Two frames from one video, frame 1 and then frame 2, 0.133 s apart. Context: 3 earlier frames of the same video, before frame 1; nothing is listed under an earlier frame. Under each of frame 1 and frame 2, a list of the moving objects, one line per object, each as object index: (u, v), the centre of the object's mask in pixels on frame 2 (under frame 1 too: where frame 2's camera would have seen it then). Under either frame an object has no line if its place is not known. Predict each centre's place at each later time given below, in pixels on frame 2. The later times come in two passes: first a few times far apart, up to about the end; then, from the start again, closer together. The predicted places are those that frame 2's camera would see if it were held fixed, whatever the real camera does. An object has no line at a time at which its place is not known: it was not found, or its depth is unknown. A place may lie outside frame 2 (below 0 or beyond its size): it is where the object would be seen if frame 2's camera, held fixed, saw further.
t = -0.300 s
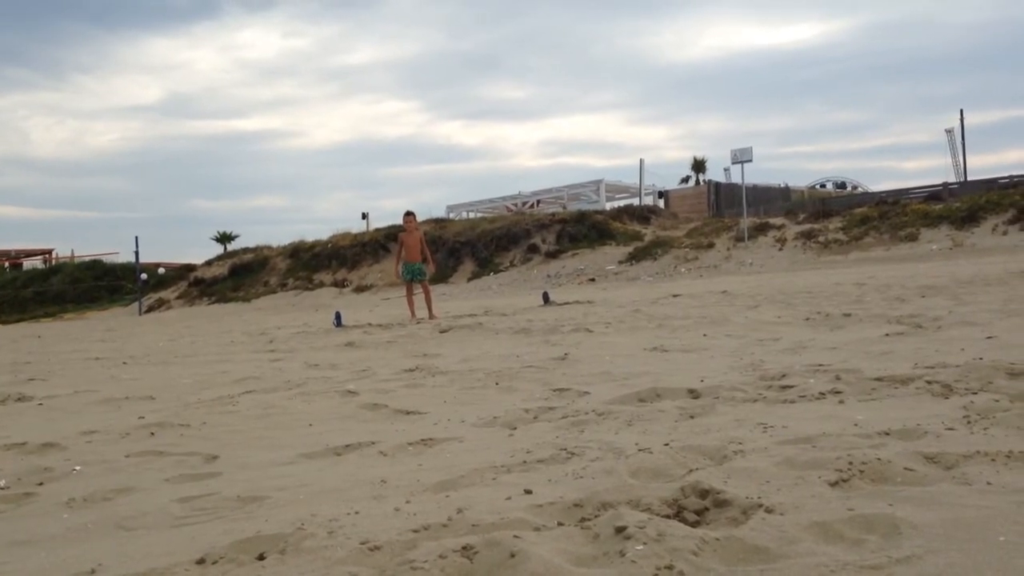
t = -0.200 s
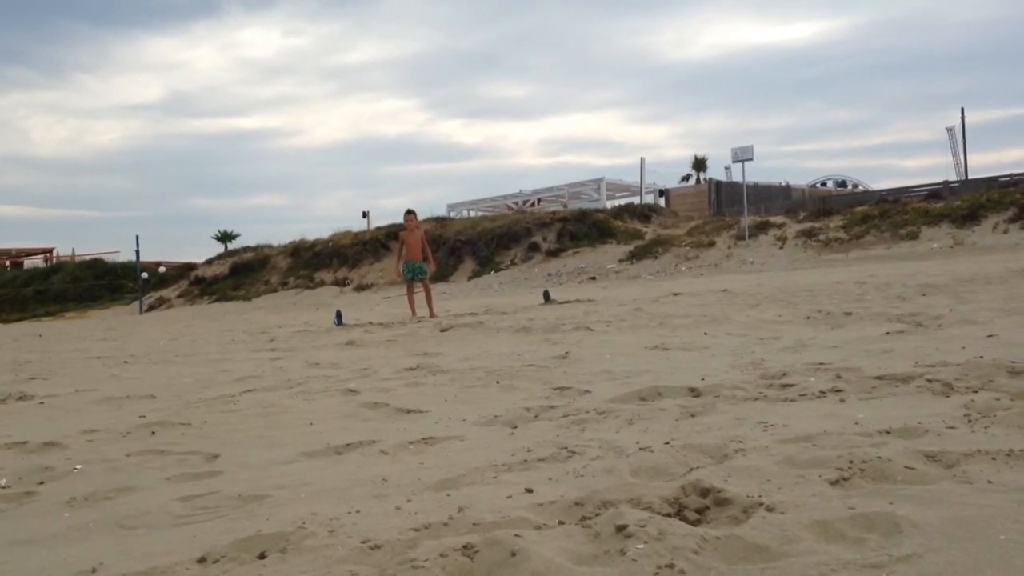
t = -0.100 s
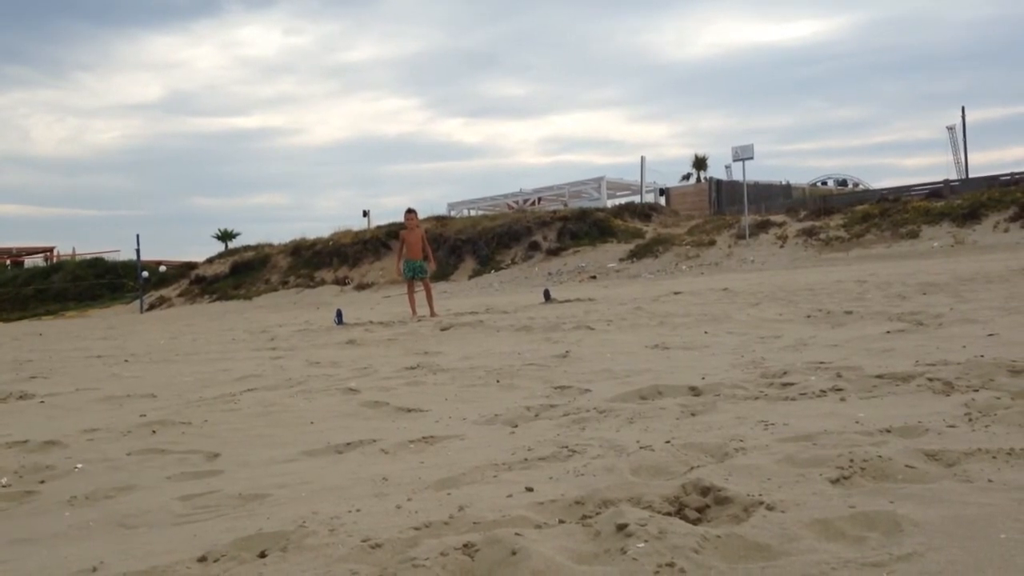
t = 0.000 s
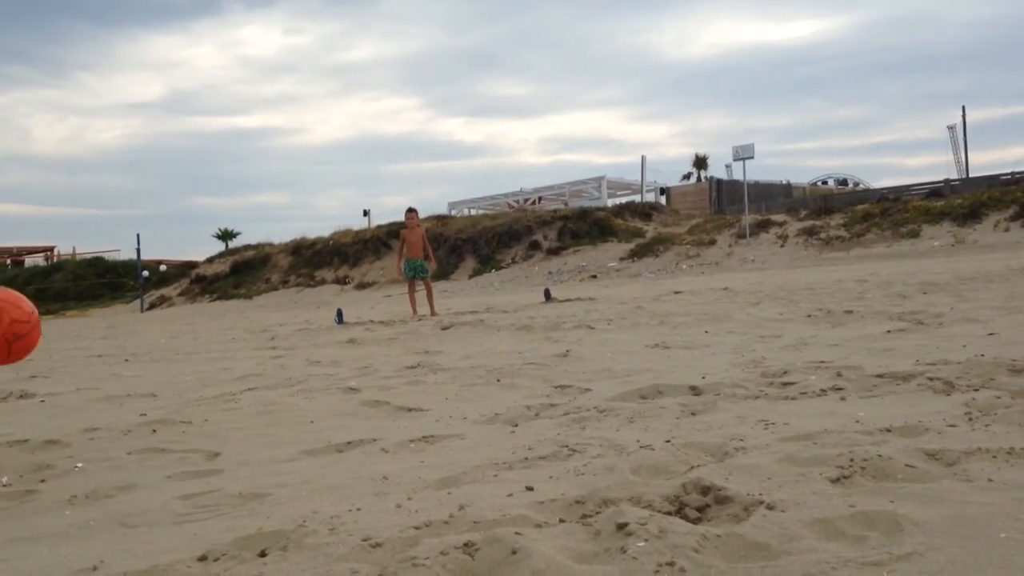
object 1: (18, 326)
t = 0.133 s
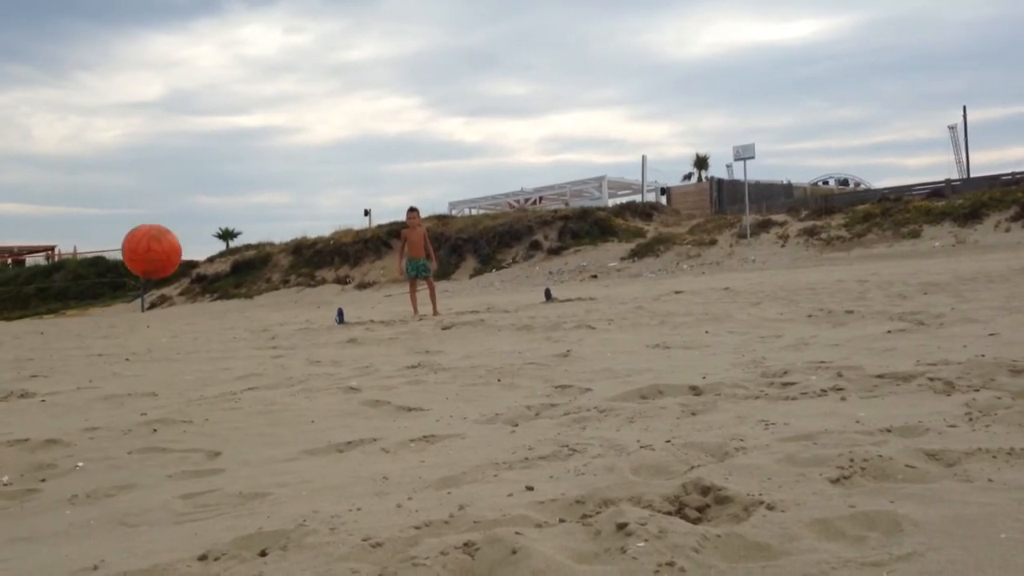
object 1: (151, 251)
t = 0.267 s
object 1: (220, 241)
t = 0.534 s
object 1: (266, 287)
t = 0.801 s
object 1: (273, 313)
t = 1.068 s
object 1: (269, 314)
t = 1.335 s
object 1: (264, 318)
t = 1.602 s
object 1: (261, 319)
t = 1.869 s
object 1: (255, 318)
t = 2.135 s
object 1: (249, 319)
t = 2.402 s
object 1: (243, 319)
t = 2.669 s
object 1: (237, 320)
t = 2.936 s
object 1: (230, 319)
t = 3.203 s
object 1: (223, 319)
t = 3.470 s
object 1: (215, 320)
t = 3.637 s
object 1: (211, 322)
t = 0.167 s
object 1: (174, 245)
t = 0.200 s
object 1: (192, 242)
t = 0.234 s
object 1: (208, 241)
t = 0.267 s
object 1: (220, 241)
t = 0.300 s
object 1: (229, 243)
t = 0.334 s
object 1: (237, 248)
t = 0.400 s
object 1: (251, 258)
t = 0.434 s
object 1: (256, 264)
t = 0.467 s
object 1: (260, 271)
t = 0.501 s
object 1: (263, 279)
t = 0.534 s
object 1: (266, 287)
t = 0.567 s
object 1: (269, 296)
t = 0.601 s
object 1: (271, 305)
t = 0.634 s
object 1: (273, 316)
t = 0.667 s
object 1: (274, 325)
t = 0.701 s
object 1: (274, 331)
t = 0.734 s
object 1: (273, 326)
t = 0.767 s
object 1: (273, 319)
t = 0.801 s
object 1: (273, 313)
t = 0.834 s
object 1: (273, 309)
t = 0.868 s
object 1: (272, 306)
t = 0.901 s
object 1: (272, 305)
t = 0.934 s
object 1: (271, 304)
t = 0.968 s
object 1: (271, 305)
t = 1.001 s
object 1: (270, 307)
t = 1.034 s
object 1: (270, 310)
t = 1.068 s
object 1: (269, 314)
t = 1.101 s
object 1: (269, 319)
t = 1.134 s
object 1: (268, 325)
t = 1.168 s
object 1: (267, 325)
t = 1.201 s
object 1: (266, 324)
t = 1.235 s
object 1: (265, 322)
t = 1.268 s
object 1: (265, 321)
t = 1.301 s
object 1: (264, 319)
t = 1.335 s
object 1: (264, 318)
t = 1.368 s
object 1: (264, 318)
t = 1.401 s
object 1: (263, 319)
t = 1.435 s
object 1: (263, 320)
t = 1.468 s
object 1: (263, 320)
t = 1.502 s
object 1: (262, 318)
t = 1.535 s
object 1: (262, 318)
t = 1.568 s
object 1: (262, 318)
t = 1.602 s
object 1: (261, 319)
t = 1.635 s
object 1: (261, 321)
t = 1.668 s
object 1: (260, 320)
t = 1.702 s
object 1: (259, 320)
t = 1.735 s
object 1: (258, 320)
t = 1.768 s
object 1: (258, 321)
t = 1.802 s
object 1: (257, 321)
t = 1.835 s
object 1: (256, 320)
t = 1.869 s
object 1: (255, 318)
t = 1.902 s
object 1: (255, 318)
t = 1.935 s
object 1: (254, 318)
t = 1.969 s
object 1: (253, 318)
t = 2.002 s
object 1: (253, 320)
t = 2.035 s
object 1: (252, 319)
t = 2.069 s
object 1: (250, 319)
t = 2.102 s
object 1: (250, 319)
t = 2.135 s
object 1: (249, 319)
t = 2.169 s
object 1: (248, 319)
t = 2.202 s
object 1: (247, 319)
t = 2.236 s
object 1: (245, 319)
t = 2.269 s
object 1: (245, 319)
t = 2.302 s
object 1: (244, 318)
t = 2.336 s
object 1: (244, 318)
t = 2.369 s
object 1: (243, 318)
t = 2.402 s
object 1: (243, 319)
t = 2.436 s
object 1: (242, 320)
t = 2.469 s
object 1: (241, 320)
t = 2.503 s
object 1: (241, 320)
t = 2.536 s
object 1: (240, 320)
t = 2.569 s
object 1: (240, 320)
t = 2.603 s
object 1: (239, 320)
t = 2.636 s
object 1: (238, 320)
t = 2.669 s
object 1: (237, 320)
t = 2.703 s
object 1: (236, 319)
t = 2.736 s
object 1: (235, 319)
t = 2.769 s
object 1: (235, 319)
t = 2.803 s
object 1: (233, 320)
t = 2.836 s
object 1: (232, 319)
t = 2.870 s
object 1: (232, 319)
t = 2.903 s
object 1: (230, 319)
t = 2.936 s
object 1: (230, 319)
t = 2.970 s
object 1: (229, 319)
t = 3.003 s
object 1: (228, 319)
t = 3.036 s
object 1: (228, 318)
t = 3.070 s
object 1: (227, 319)
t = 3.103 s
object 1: (226, 319)
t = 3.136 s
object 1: (225, 319)
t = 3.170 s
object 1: (224, 319)
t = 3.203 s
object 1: (223, 319)
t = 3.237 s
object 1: (222, 320)
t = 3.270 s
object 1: (222, 320)
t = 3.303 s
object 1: (220, 320)
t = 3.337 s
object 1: (219, 321)
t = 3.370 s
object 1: (218, 320)
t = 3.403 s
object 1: (217, 320)
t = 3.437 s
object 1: (216, 320)
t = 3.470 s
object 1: (215, 320)
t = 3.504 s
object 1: (214, 320)
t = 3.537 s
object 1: (214, 321)
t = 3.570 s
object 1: (213, 321)
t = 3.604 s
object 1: (212, 321)
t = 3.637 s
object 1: (211, 322)
